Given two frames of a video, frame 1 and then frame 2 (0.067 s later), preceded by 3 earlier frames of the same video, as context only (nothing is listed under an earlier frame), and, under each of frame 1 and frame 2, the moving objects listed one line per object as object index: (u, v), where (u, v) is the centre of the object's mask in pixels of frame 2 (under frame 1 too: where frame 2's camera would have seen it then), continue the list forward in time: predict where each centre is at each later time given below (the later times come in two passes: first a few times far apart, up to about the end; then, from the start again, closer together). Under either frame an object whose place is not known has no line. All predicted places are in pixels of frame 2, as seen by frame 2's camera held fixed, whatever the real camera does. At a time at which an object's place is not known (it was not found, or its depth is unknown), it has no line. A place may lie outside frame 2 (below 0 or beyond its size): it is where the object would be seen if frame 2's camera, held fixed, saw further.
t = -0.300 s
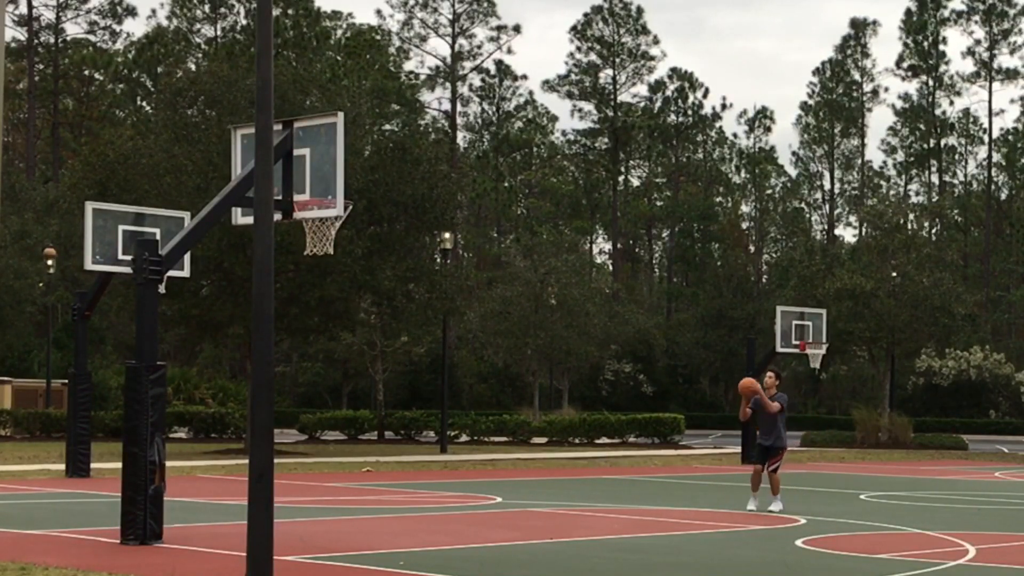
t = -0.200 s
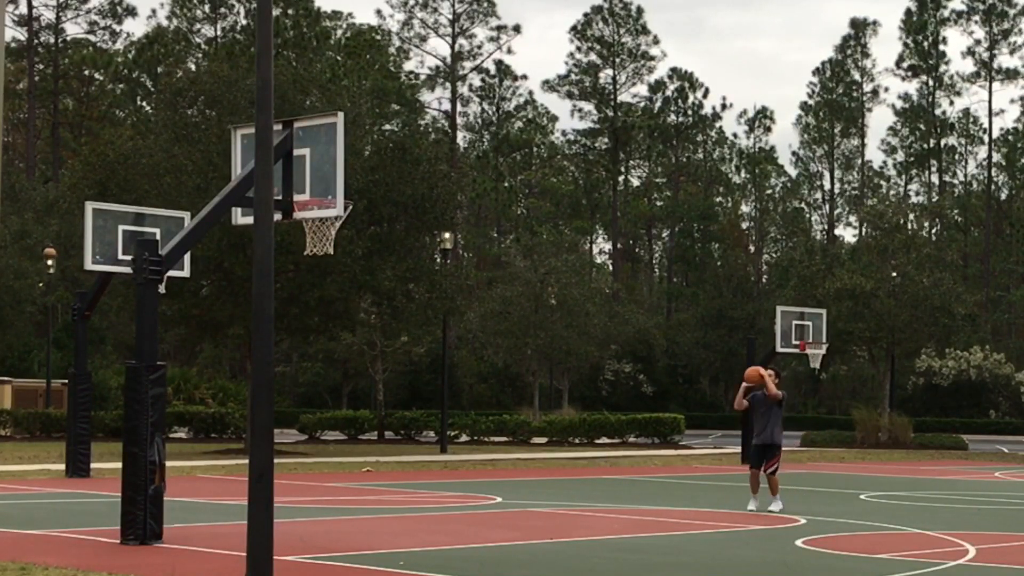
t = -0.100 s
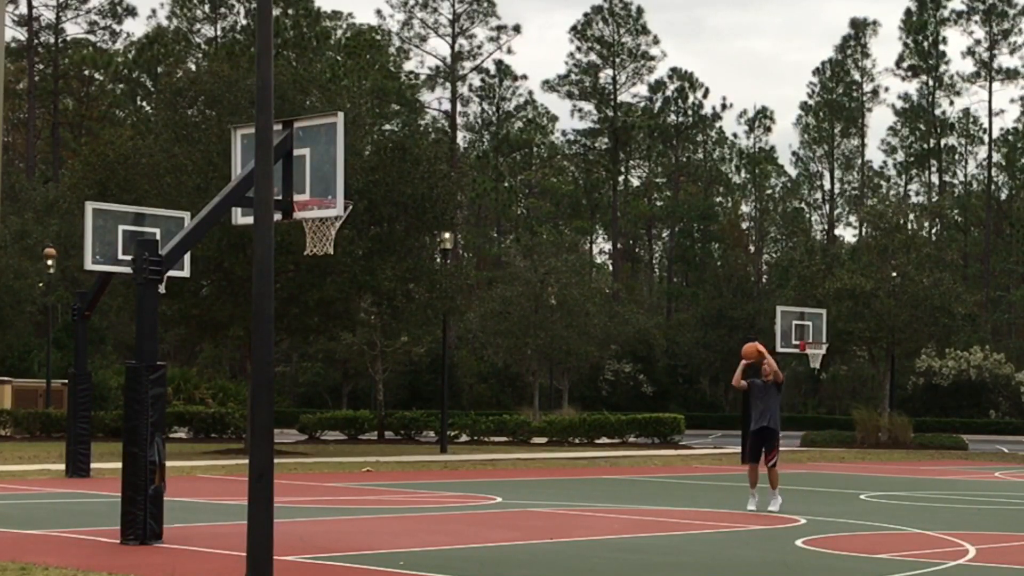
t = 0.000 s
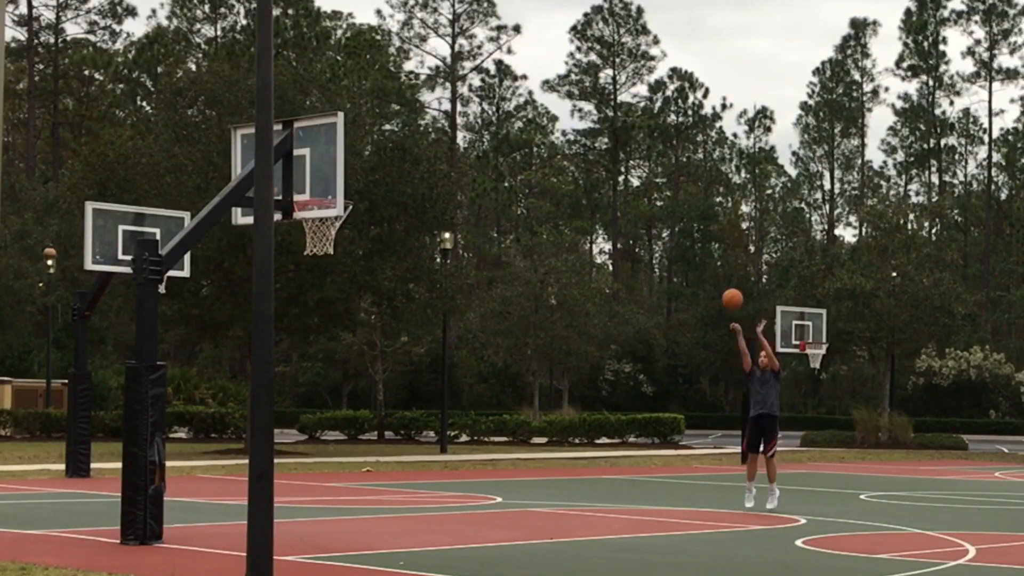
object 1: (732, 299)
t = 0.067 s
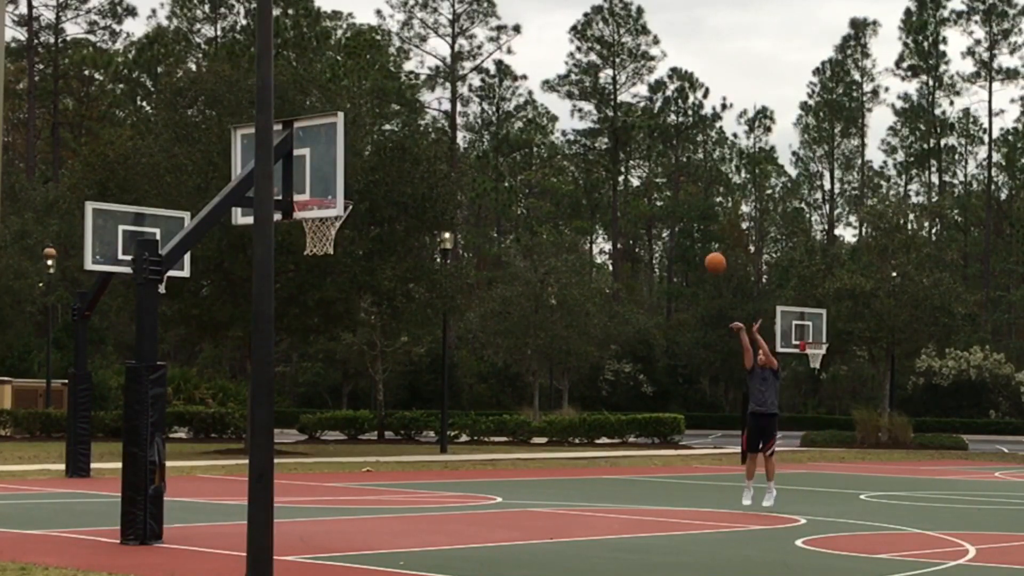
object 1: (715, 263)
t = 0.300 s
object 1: (650, 160)
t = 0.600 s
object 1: (557, 90)
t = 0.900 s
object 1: (448, 99)
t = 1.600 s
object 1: (246, 327)
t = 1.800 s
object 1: (219, 447)
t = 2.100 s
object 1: (227, 399)
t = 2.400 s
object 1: (281, 391)
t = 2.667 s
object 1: (310, 438)
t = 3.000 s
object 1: (342, 518)
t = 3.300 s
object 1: (370, 483)
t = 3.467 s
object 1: (385, 477)
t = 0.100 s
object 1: (706, 245)
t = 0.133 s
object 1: (697, 229)
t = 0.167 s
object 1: (688, 214)
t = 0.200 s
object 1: (679, 200)
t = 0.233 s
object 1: (670, 185)
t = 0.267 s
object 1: (660, 172)
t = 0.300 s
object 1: (650, 160)
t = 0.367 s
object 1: (630, 139)
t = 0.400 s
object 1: (620, 129)
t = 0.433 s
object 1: (610, 120)
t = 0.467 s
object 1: (600, 113)
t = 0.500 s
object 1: (590, 105)
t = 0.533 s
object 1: (578, 99)
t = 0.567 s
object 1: (568, 94)
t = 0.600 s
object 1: (557, 90)
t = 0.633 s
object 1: (545, 87)
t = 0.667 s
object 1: (533, 85)
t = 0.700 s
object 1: (522, 84)
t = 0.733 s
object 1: (510, 83)
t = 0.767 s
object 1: (498, 84)
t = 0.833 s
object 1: (474, 90)
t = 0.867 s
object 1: (461, 94)
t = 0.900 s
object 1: (448, 99)
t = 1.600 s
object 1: (246, 327)
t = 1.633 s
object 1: (243, 344)
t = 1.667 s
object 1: (240, 363)
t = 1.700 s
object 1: (236, 382)
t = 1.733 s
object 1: (231, 402)
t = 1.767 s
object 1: (225, 424)
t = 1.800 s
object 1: (219, 447)
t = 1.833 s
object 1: (213, 472)
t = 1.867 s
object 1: (207, 498)
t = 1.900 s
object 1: (200, 525)
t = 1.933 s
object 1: (203, 511)
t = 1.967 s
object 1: (207, 491)
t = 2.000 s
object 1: (210, 473)
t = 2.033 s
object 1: (214, 455)
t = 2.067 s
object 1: (221, 425)
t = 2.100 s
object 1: (227, 399)
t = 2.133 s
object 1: (233, 379)
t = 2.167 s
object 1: (238, 363)
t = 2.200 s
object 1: (242, 353)
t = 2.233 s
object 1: (244, 347)
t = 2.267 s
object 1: (247, 346)
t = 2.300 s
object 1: (249, 350)
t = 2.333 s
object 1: (277, 359)
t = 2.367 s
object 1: (279, 373)
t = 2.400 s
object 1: (281, 391)
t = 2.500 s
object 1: (287, 473)
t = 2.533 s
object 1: (291, 509)
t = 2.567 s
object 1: (295, 503)
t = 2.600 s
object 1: (300, 477)
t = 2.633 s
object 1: (305, 455)
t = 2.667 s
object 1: (310, 438)
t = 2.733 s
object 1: (318, 418)
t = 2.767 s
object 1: (321, 415)
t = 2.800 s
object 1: (325, 417)
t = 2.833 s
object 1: (329, 423)
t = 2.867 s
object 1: (332, 434)
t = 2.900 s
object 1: (335, 449)
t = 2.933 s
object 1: (337, 470)
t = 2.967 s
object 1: (340, 494)
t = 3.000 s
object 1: (342, 518)
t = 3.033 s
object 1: (346, 496)
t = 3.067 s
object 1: (350, 478)
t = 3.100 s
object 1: (354, 465)
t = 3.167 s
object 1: (360, 452)
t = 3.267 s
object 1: (368, 469)
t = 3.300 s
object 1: (370, 483)
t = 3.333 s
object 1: (372, 502)
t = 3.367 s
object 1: (375, 513)
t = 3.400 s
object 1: (378, 497)
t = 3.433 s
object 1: (381, 484)
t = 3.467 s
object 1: (385, 477)
